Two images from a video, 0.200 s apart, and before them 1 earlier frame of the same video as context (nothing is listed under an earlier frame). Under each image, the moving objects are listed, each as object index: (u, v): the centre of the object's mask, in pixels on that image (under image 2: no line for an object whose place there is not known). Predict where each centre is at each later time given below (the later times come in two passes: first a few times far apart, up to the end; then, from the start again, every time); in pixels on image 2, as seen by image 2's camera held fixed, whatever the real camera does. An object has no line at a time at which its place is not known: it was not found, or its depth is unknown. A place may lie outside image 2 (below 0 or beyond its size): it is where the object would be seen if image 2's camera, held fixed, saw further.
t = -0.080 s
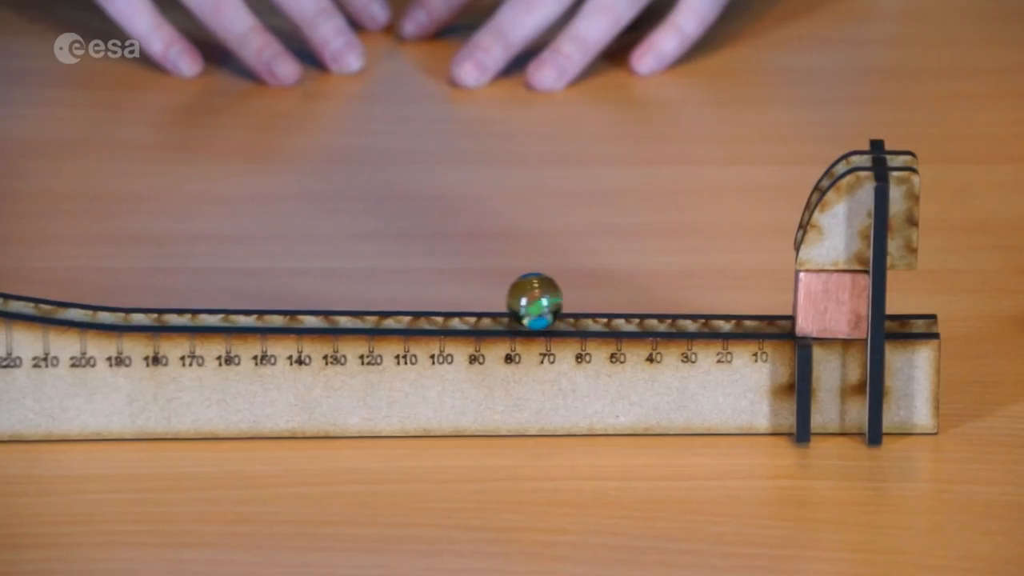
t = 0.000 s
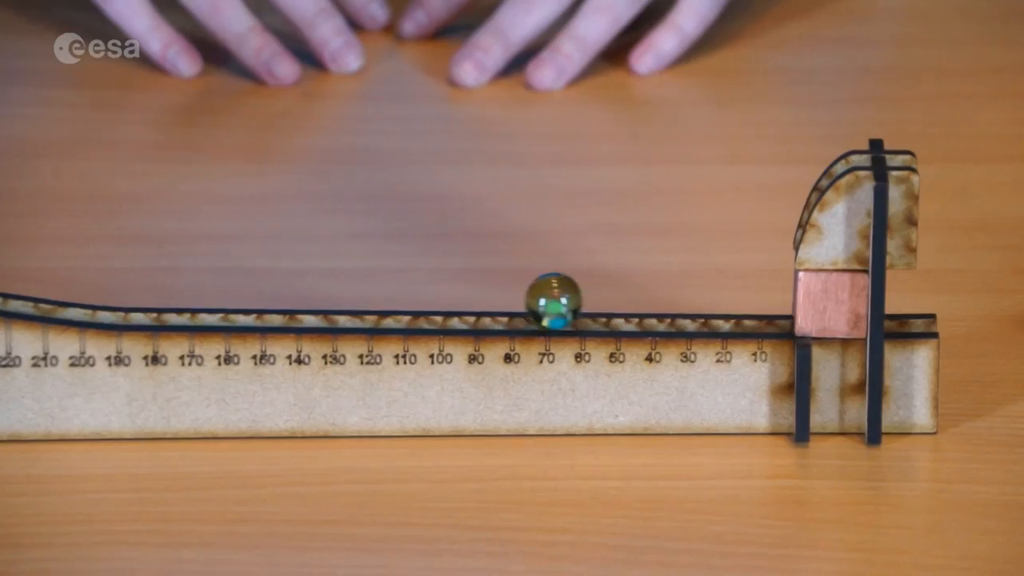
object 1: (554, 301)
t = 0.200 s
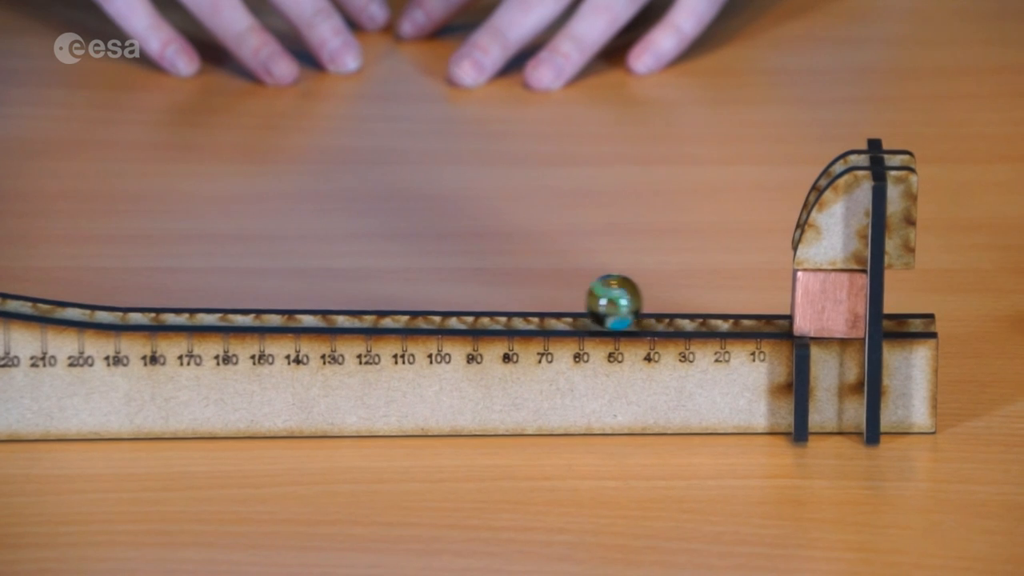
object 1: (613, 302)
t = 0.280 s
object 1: (641, 302)
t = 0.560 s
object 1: (748, 303)
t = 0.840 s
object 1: (744, 303)
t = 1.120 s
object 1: (734, 303)
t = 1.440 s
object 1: (745, 303)
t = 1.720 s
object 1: (750, 303)
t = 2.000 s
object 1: (746, 303)
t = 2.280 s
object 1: (746, 303)
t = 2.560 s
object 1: (745, 303)
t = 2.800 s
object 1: (744, 303)
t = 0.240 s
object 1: (626, 302)
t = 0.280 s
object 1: (641, 302)
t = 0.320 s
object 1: (655, 302)
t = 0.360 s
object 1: (671, 302)
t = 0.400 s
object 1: (685, 302)
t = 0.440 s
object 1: (700, 302)
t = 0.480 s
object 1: (715, 303)
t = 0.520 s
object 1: (731, 304)
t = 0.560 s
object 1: (748, 303)
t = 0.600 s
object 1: (762, 303)
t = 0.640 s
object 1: (758, 303)
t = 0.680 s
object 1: (755, 303)
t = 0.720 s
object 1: (752, 303)
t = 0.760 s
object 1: (750, 303)
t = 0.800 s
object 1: (747, 303)
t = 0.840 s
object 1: (744, 303)
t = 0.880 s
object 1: (741, 303)
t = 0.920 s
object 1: (739, 303)
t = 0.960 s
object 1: (737, 303)
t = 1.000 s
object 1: (735, 303)
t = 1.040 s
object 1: (734, 303)
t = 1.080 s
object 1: (733, 303)
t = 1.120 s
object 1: (734, 303)
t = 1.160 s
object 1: (736, 303)
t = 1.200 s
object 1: (737, 303)
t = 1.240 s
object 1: (738, 303)
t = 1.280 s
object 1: (739, 303)
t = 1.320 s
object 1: (740, 303)
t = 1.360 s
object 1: (742, 303)
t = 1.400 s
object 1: (743, 303)
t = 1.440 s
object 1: (745, 303)
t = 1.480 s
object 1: (747, 303)
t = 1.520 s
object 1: (748, 303)
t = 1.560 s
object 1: (749, 303)
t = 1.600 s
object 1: (750, 303)
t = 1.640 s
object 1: (750, 303)
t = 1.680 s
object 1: (750, 303)
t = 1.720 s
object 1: (750, 303)
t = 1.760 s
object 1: (750, 303)
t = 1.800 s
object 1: (749, 303)
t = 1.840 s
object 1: (748, 303)
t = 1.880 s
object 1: (747, 303)
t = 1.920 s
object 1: (747, 303)
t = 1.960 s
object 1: (747, 303)
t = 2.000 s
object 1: (746, 303)
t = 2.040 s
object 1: (745, 303)
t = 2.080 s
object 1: (743, 303)
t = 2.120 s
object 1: (743, 303)
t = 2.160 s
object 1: (743, 303)
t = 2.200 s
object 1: (744, 303)
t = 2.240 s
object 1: (745, 303)
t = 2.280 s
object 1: (746, 303)
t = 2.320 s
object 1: (745, 303)
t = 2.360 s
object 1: (744, 303)
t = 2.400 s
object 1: (743, 303)
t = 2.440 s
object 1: (743, 303)
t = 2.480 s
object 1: (744, 303)
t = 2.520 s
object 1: (745, 303)
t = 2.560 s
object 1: (745, 303)
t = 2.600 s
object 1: (744, 303)
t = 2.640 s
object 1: (743, 303)
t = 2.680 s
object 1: (744, 303)
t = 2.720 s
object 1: (745, 303)
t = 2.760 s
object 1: (745, 303)
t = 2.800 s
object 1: (744, 303)
